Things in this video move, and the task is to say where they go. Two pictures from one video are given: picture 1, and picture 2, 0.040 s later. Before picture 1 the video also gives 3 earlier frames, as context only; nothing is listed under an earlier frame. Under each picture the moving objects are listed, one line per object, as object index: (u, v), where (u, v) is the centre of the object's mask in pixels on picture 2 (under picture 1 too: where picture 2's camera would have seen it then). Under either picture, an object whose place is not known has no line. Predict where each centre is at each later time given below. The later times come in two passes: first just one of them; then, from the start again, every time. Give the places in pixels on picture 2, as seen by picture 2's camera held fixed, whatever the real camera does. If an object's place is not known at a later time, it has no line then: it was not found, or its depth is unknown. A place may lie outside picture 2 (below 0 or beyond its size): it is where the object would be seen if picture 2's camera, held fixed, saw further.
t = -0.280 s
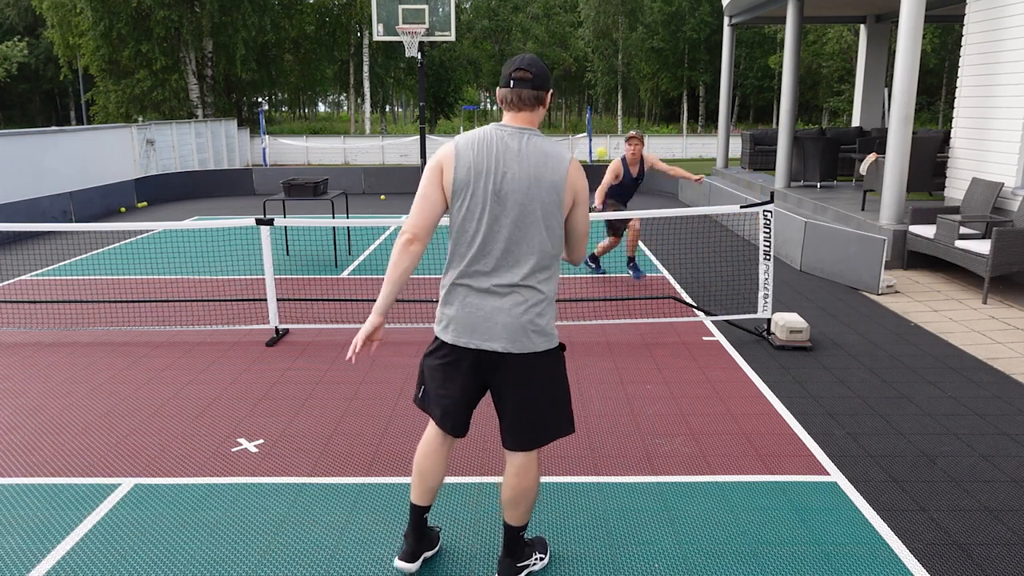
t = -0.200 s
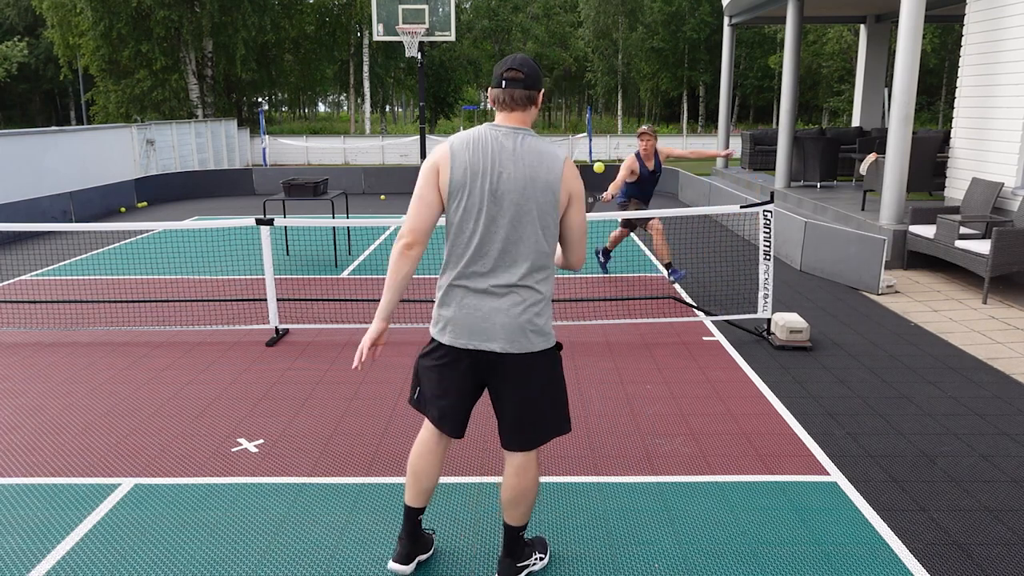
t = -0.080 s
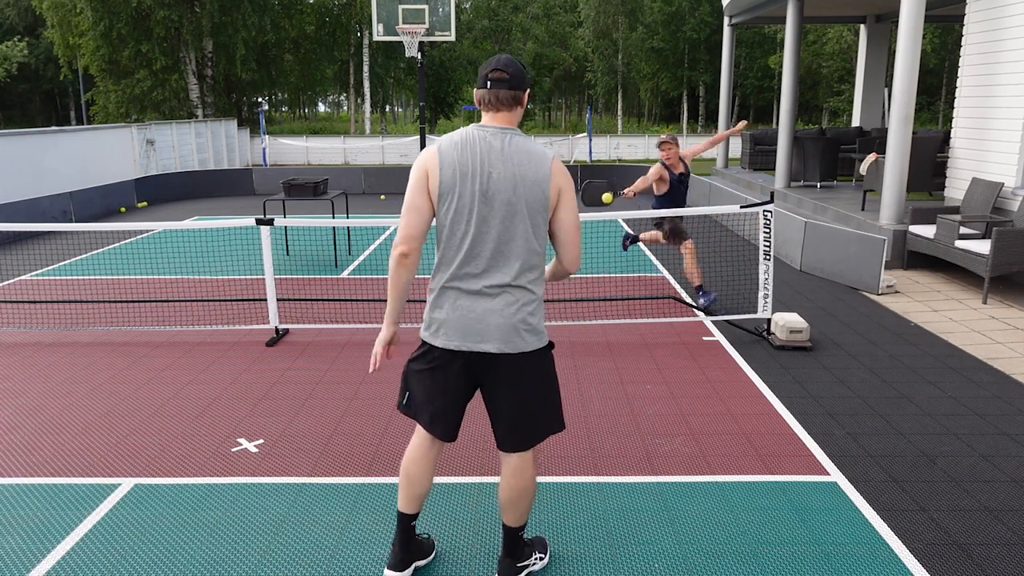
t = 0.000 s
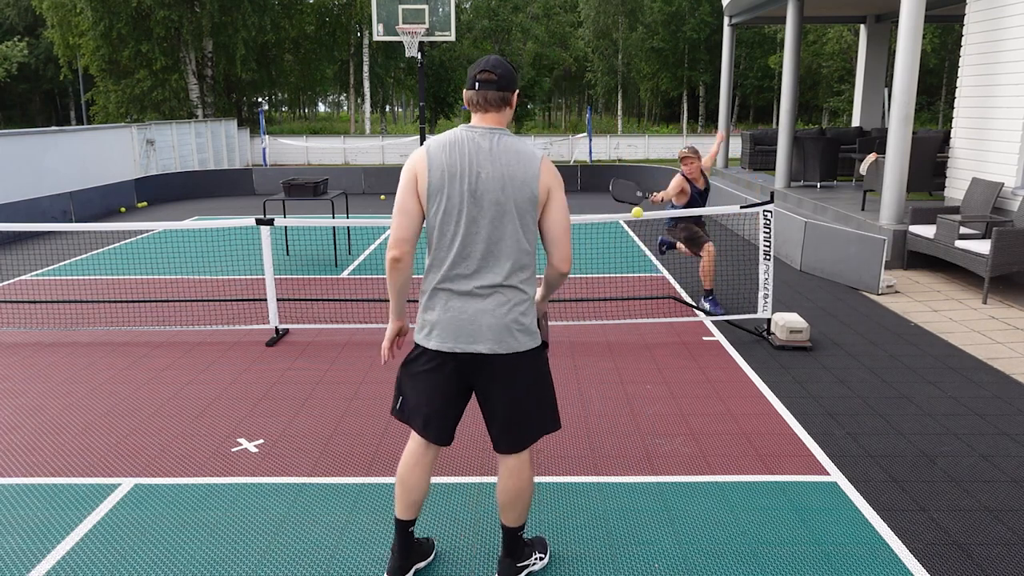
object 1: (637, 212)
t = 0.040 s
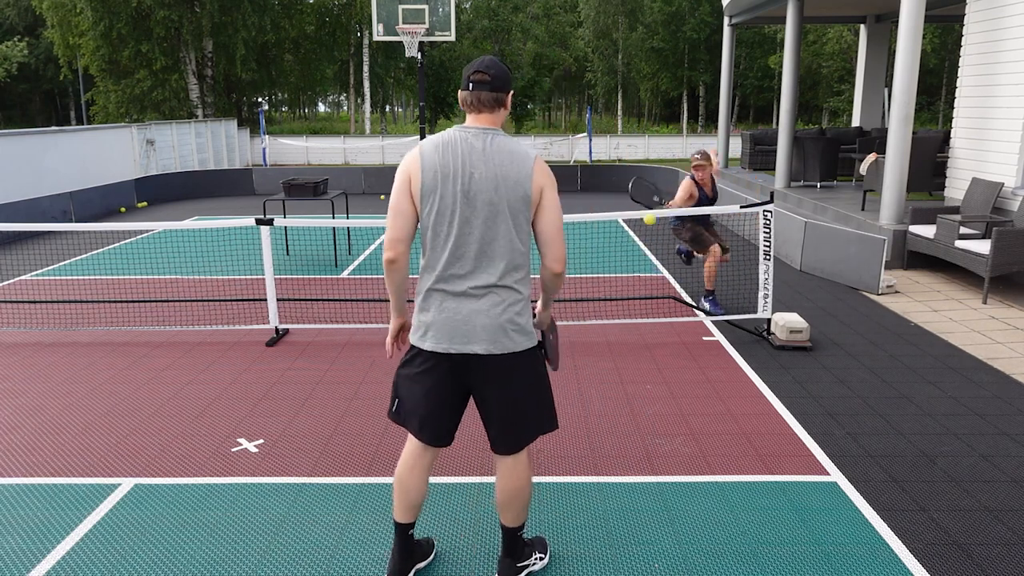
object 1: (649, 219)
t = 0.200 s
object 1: (707, 280)
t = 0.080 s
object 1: (662, 228)
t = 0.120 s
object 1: (677, 241)
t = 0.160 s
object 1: (692, 258)
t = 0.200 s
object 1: (707, 280)
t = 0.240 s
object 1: (724, 306)
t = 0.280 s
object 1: (742, 337)
